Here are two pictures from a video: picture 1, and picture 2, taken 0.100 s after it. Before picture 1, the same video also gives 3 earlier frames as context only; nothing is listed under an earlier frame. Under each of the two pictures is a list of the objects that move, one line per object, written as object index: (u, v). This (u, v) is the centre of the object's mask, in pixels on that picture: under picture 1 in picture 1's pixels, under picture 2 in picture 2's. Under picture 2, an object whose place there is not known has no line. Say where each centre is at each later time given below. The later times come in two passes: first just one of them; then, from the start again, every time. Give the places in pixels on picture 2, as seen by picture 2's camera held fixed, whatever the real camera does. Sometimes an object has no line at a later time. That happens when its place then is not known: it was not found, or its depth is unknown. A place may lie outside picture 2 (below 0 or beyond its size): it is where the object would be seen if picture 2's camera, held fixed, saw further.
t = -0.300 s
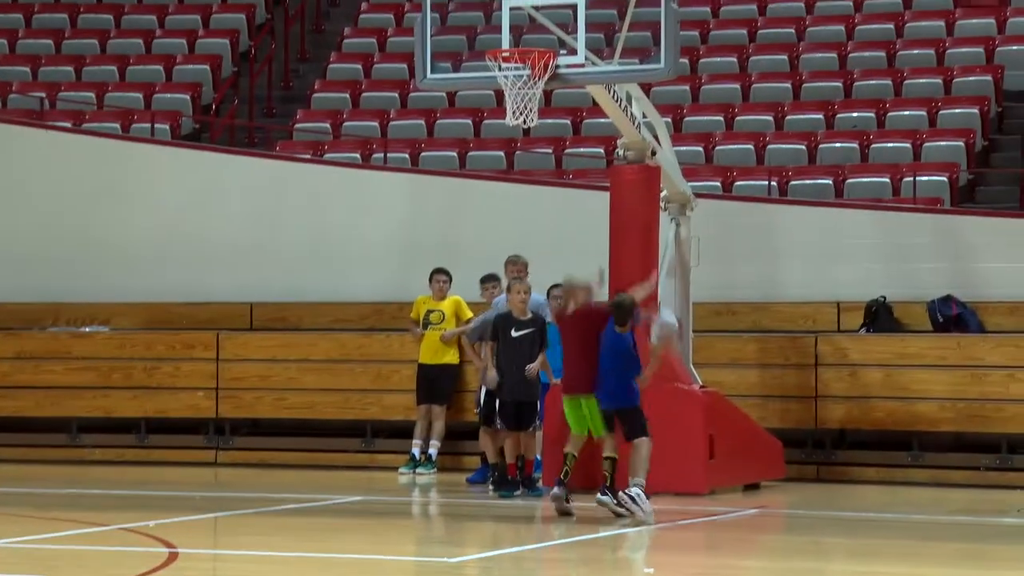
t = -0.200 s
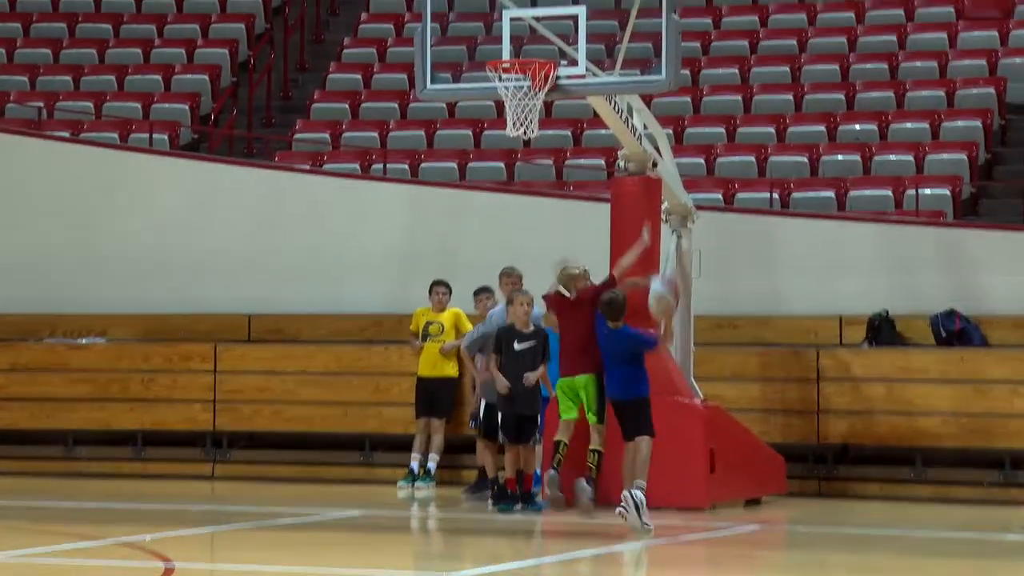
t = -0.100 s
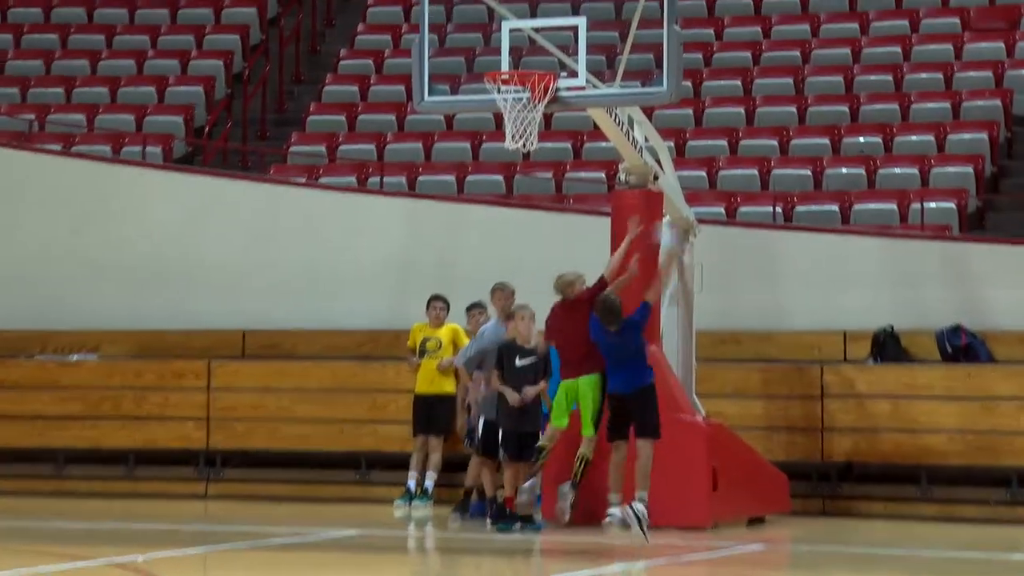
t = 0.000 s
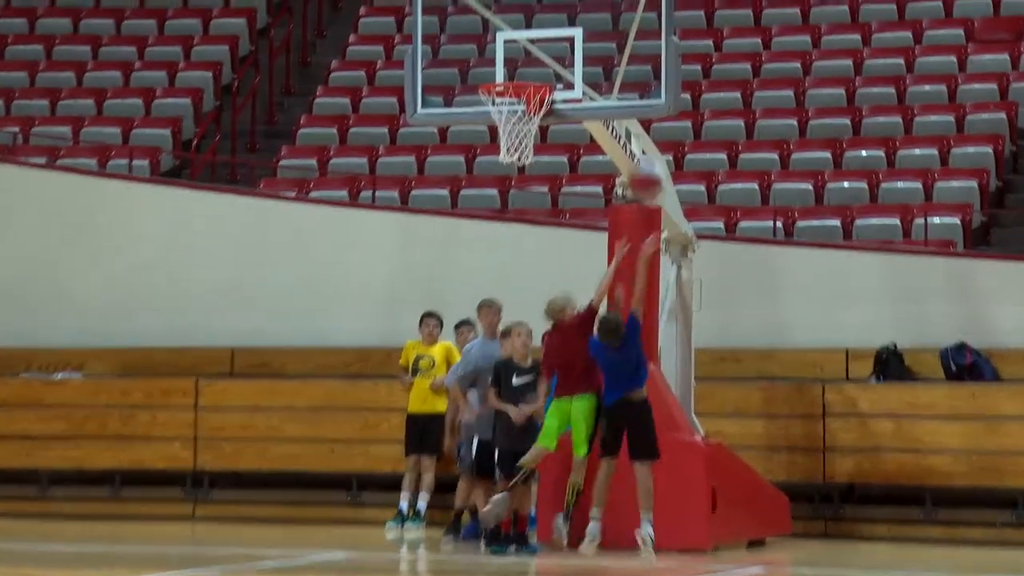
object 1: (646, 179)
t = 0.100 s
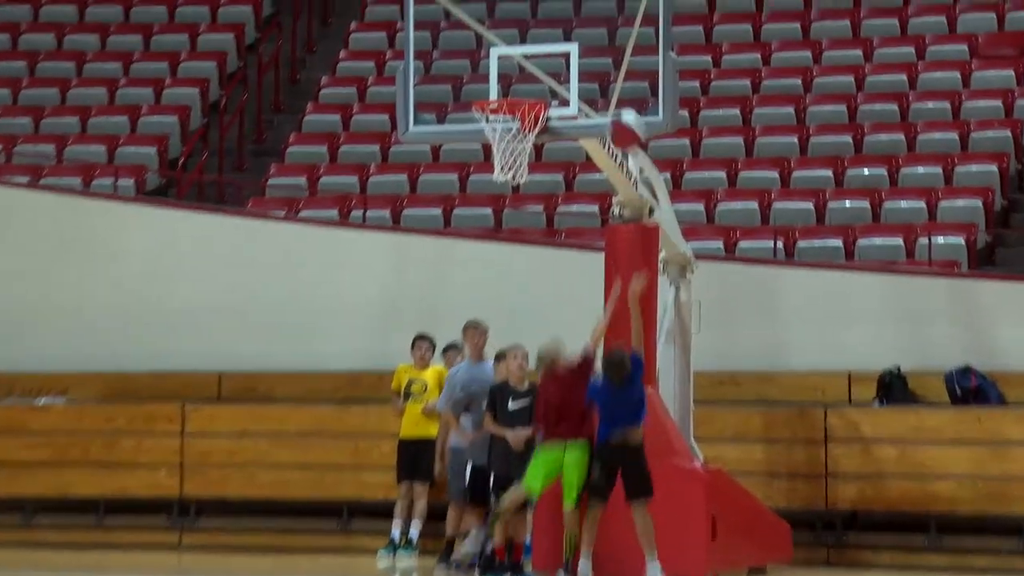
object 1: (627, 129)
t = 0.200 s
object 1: (605, 79)
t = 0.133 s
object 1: (619, 111)
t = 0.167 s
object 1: (613, 95)
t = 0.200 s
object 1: (605, 79)
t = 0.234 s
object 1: (597, 61)
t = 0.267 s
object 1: (594, 51)
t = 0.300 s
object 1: (589, 44)
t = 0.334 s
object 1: (583, 37)
